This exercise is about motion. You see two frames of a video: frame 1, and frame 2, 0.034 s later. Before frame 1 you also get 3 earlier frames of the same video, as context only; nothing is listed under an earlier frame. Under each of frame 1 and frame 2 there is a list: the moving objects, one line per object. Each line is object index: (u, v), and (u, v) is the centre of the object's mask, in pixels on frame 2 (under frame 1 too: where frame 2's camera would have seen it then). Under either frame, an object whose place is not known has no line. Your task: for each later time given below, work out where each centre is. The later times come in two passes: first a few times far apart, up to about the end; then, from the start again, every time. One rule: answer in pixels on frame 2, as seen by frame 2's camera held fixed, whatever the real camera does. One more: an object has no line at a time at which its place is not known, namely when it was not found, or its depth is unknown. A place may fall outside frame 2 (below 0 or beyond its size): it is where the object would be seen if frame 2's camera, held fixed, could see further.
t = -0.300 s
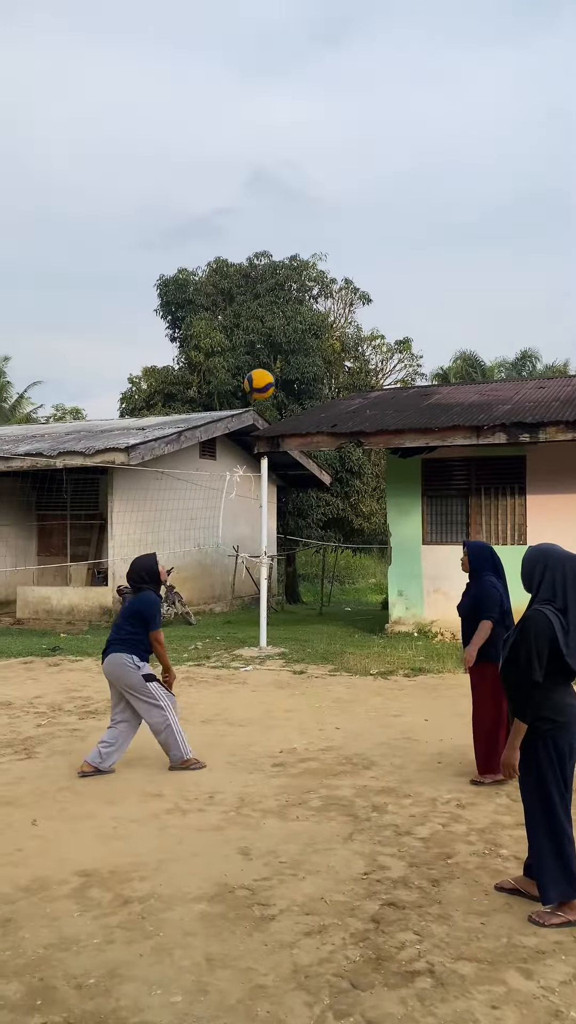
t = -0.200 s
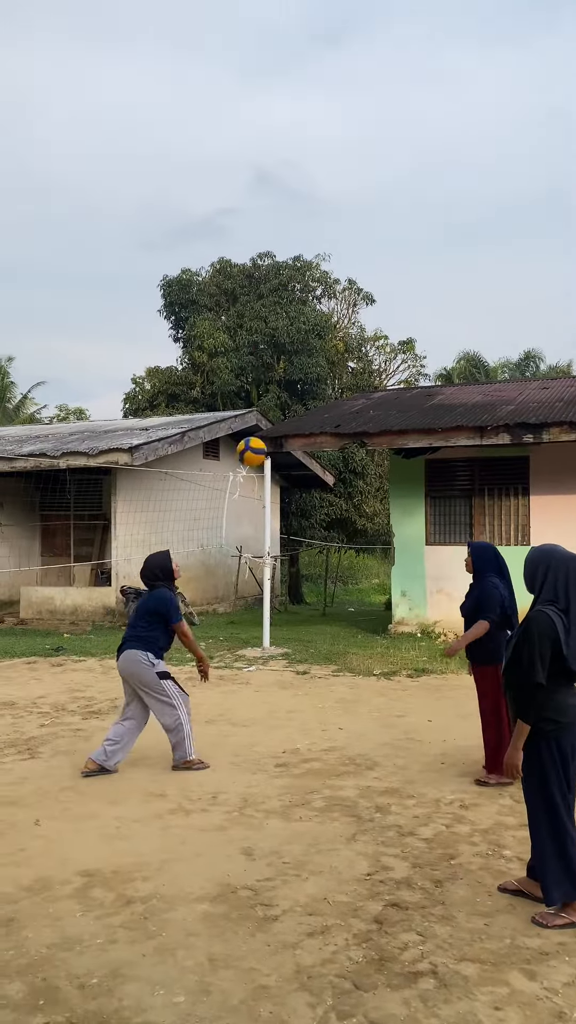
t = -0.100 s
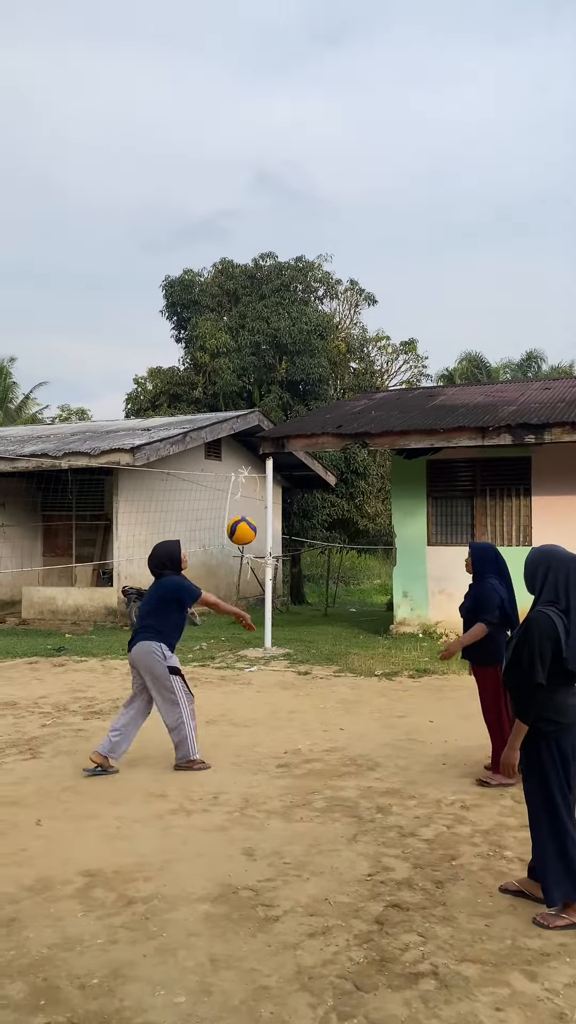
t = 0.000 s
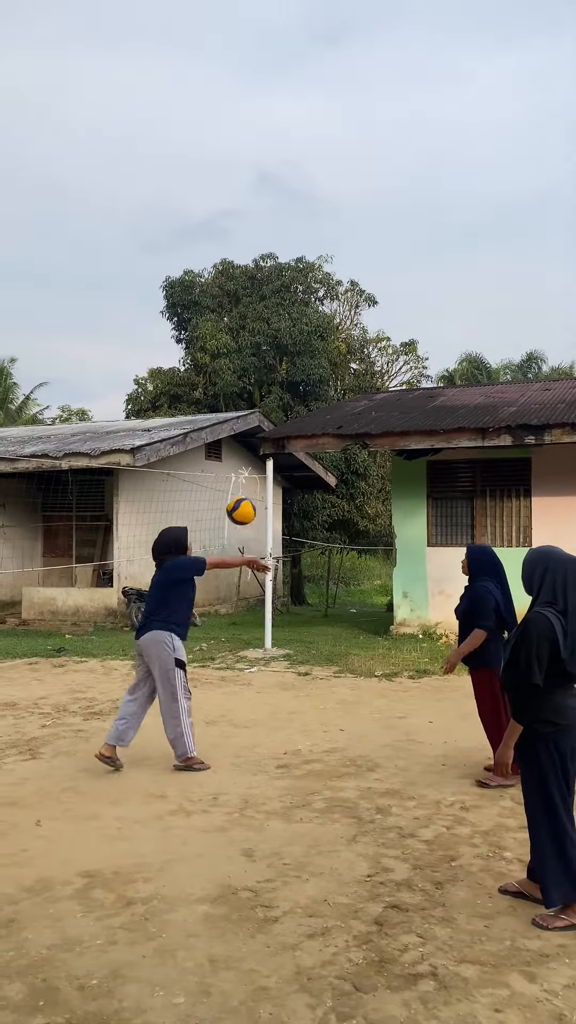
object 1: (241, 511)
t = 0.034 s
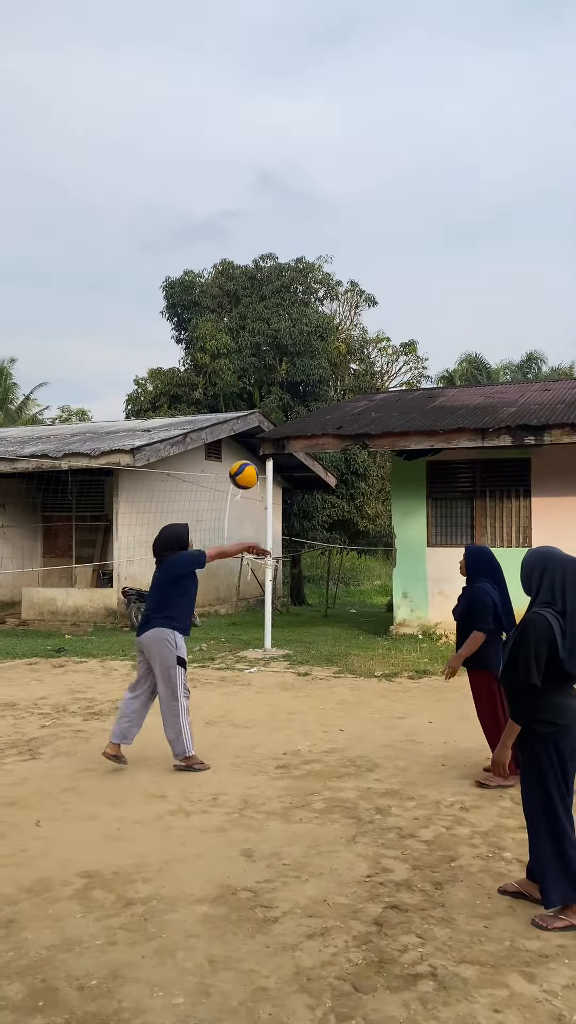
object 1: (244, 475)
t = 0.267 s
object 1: (264, 272)
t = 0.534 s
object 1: (286, 140)
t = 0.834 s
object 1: (310, 110)
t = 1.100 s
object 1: (332, 179)
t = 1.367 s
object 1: (352, 330)
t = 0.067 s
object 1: (247, 440)
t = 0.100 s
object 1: (250, 408)
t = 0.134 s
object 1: (252, 378)
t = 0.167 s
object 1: (255, 348)
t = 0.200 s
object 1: (259, 321)
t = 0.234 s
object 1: (261, 295)
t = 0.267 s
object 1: (264, 272)
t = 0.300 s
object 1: (267, 250)
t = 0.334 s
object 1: (270, 229)
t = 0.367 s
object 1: (272, 210)
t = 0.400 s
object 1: (275, 193)
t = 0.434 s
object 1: (278, 177)
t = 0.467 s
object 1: (281, 163)
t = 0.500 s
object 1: (284, 151)
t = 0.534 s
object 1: (286, 140)
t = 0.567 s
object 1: (289, 131)
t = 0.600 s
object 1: (292, 123)
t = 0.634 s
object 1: (294, 117)
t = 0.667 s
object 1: (297, 112)
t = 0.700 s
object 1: (300, 109)
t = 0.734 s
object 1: (302, 107)
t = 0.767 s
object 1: (305, 107)
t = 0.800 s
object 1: (308, 108)
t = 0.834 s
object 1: (310, 110)
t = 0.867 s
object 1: (313, 114)
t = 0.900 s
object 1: (316, 119)
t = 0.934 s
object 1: (319, 126)
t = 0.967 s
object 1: (321, 134)
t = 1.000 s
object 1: (324, 143)
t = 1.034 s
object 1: (326, 154)
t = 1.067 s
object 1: (329, 166)
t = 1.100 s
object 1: (332, 179)
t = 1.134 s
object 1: (334, 194)
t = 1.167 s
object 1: (337, 210)
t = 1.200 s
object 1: (340, 227)
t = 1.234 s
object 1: (342, 245)
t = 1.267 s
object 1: (345, 265)
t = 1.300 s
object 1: (347, 286)
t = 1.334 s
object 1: (349, 307)
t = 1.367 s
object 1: (352, 330)
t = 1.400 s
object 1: (355, 354)
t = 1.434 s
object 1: (357, 379)
